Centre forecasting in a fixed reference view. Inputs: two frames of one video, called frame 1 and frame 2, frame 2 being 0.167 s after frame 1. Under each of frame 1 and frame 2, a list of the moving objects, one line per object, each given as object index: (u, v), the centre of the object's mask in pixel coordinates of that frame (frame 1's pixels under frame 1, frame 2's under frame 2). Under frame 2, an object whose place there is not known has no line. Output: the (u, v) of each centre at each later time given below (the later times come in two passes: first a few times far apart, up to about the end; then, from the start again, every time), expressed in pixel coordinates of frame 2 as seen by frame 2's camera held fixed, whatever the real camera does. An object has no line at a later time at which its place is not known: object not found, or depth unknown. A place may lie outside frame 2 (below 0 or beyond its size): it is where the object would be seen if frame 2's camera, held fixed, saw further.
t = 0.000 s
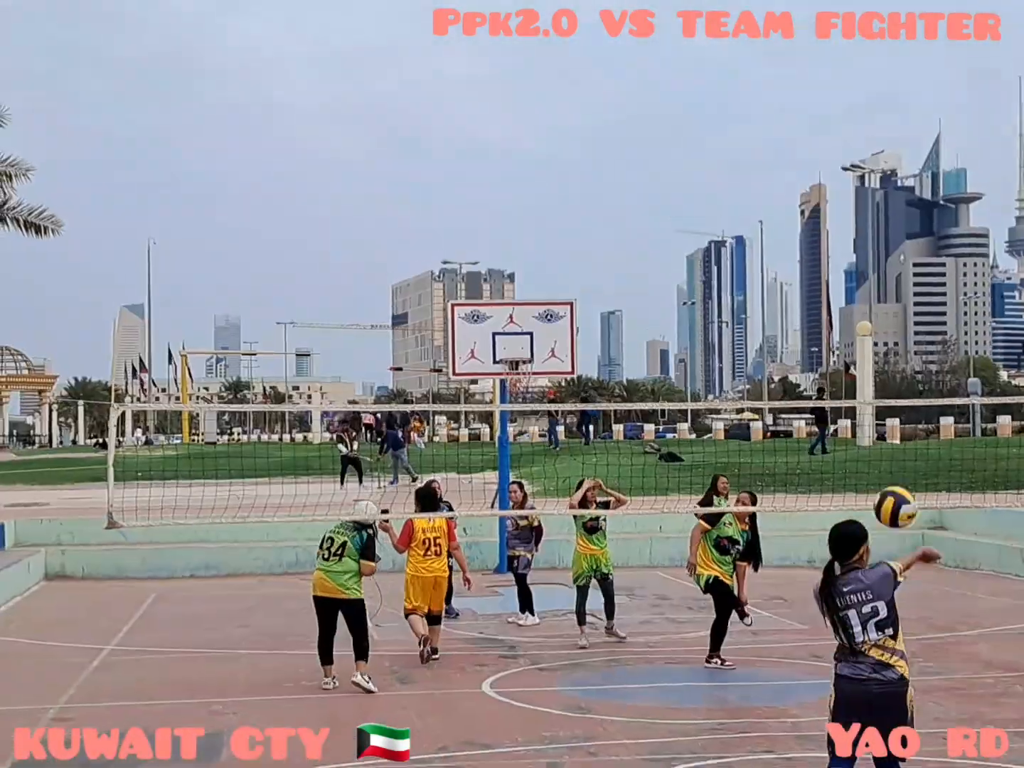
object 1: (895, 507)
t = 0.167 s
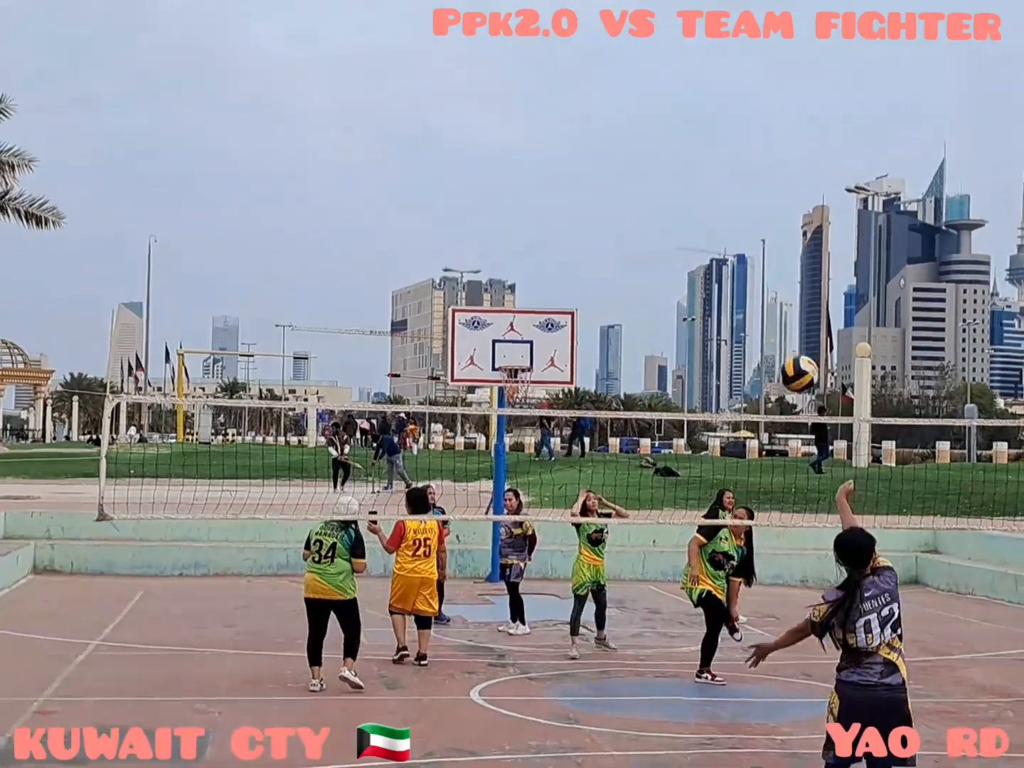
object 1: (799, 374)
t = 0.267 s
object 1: (756, 323)
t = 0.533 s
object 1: (666, 290)
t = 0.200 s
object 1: (784, 354)
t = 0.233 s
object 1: (769, 338)
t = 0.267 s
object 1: (756, 323)
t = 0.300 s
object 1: (742, 312)
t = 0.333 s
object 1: (731, 302)
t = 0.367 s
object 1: (719, 295)
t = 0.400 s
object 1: (708, 290)
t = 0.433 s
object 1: (696, 289)
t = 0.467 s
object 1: (685, 288)
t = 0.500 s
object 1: (676, 289)
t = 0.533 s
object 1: (666, 290)
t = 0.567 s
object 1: (657, 294)
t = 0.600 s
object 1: (648, 298)
